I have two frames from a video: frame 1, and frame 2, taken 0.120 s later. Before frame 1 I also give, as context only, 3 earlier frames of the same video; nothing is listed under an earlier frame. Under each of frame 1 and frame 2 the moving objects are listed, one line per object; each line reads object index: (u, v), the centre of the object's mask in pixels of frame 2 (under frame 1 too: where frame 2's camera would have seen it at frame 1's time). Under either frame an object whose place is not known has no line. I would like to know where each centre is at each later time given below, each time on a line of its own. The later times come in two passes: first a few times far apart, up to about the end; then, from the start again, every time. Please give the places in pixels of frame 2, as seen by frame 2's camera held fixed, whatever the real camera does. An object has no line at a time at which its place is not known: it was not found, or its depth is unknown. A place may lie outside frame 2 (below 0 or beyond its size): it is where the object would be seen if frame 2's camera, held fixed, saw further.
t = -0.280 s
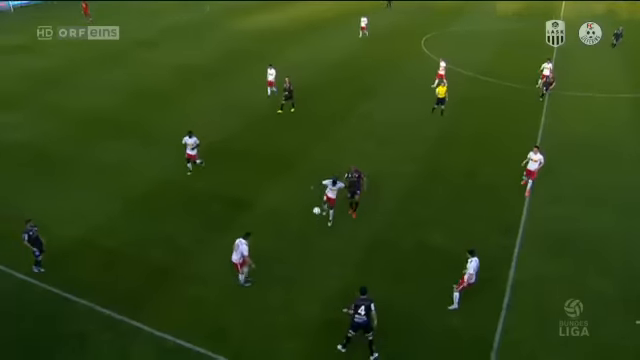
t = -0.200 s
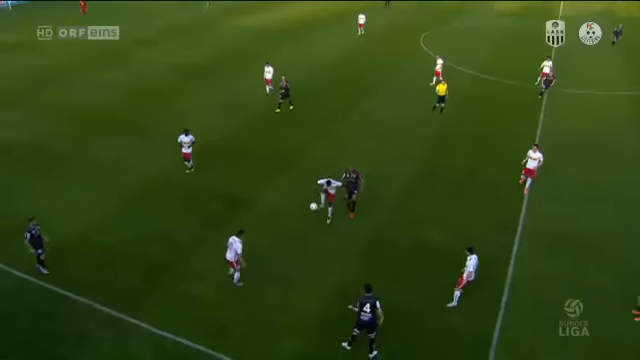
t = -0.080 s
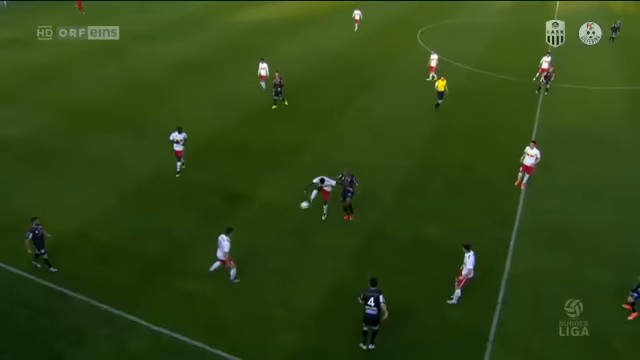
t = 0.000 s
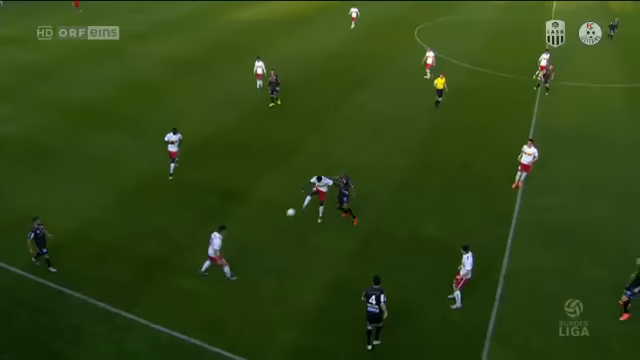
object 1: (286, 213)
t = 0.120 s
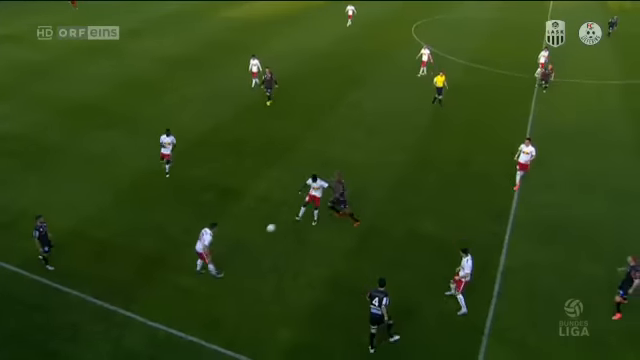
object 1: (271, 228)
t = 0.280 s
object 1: (247, 248)
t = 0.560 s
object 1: (220, 239)
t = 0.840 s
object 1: (196, 258)
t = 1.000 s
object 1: (178, 254)
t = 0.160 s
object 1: (261, 237)
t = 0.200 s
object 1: (256, 245)
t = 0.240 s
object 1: (251, 245)
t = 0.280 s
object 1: (247, 248)
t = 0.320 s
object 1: (243, 245)
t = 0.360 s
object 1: (241, 239)
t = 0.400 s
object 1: (237, 239)
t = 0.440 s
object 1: (232, 240)
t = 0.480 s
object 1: (228, 240)
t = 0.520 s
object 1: (225, 239)
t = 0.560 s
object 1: (220, 239)
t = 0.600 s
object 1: (217, 240)
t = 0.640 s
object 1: (213, 241)
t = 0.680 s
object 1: (210, 242)
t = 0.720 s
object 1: (206, 244)
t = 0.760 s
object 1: (203, 255)
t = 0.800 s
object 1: (200, 257)
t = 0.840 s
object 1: (196, 258)
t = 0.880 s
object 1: (191, 256)
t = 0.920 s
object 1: (187, 255)
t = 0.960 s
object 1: (183, 254)
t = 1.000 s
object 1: (178, 254)
